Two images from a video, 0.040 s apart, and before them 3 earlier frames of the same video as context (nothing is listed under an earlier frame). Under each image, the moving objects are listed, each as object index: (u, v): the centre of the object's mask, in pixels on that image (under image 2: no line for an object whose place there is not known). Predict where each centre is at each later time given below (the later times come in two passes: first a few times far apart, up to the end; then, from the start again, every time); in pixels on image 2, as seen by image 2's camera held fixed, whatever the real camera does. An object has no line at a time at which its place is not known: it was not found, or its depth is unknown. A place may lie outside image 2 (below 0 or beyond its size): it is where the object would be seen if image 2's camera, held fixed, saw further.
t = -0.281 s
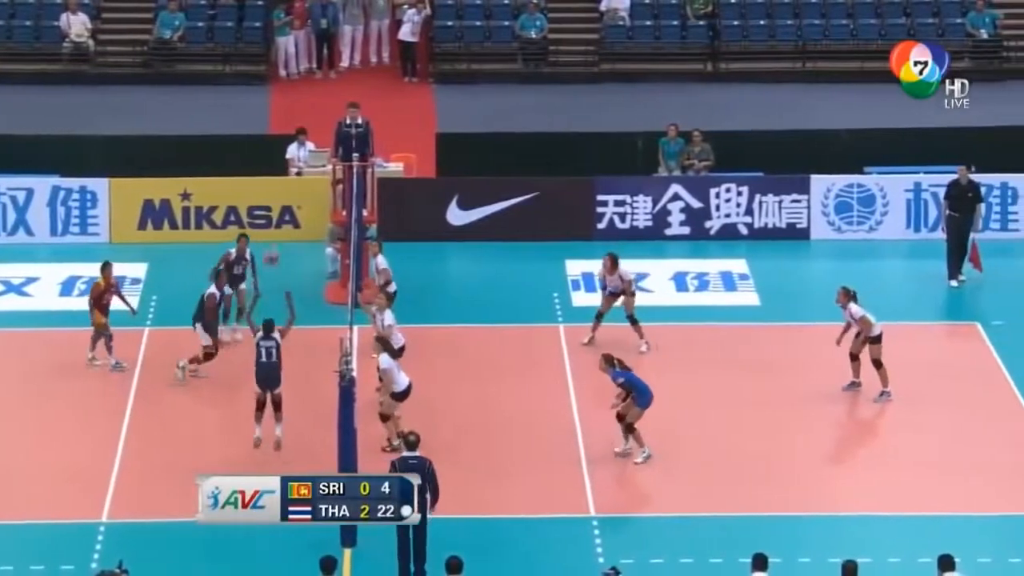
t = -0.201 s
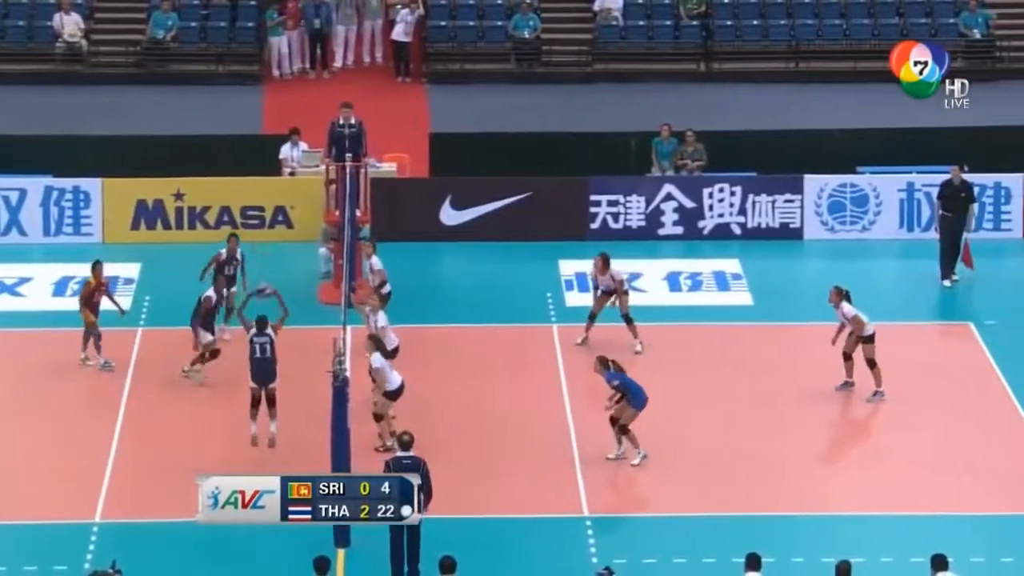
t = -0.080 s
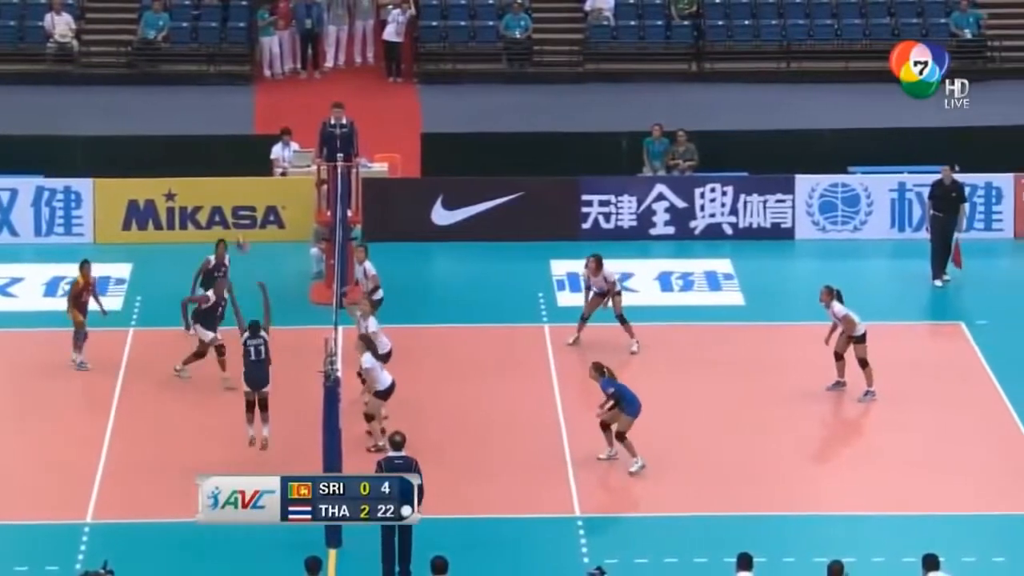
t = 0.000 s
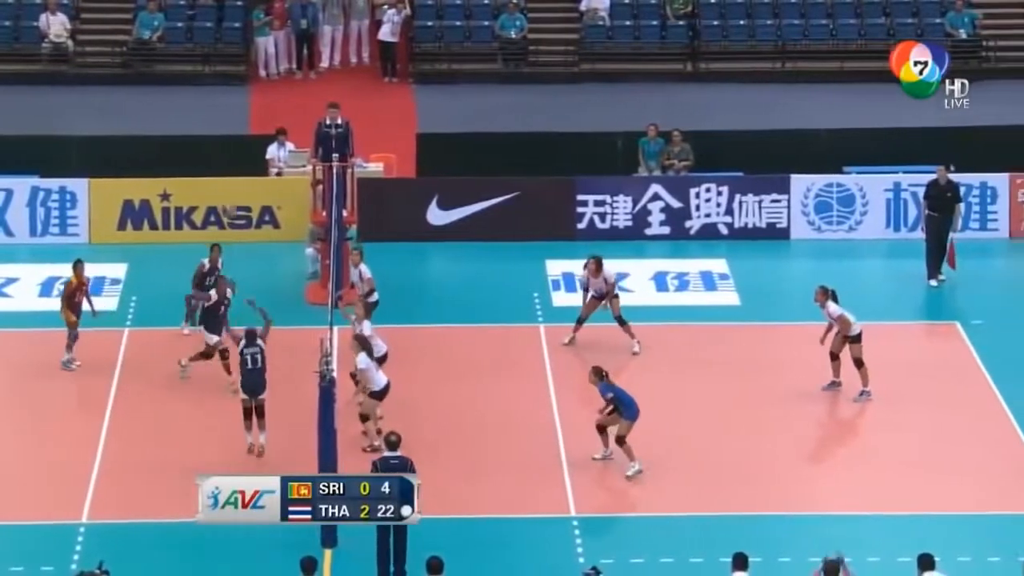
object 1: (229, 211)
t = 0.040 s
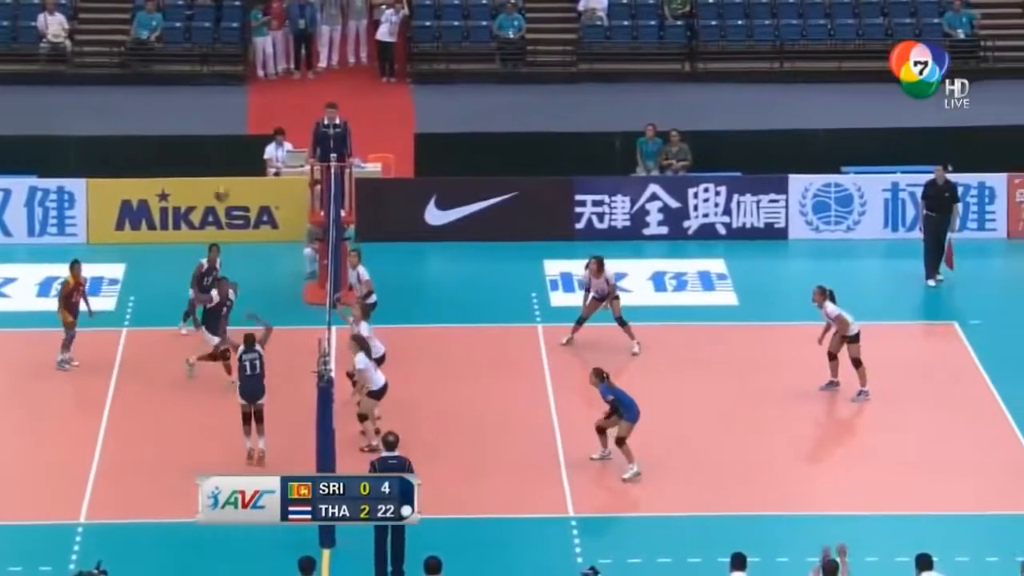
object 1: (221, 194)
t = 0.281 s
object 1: (197, 132)
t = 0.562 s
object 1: (168, 115)
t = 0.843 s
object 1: (143, 156)
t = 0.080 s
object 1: (217, 180)
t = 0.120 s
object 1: (214, 168)
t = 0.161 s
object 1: (210, 157)
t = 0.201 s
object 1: (208, 151)
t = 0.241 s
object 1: (201, 139)
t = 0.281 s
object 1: (197, 132)
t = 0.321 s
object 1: (192, 124)
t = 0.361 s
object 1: (189, 120)
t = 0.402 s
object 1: (184, 116)
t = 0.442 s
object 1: (180, 115)
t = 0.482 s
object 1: (176, 114)
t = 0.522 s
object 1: (172, 114)
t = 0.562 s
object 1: (168, 115)
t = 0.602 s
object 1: (164, 118)
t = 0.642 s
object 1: (161, 121)
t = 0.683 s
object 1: (160, 123)
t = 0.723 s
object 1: (154, 133)
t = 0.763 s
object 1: (150, 140)
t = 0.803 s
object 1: (146, 147)
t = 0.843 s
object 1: (143, 156)
